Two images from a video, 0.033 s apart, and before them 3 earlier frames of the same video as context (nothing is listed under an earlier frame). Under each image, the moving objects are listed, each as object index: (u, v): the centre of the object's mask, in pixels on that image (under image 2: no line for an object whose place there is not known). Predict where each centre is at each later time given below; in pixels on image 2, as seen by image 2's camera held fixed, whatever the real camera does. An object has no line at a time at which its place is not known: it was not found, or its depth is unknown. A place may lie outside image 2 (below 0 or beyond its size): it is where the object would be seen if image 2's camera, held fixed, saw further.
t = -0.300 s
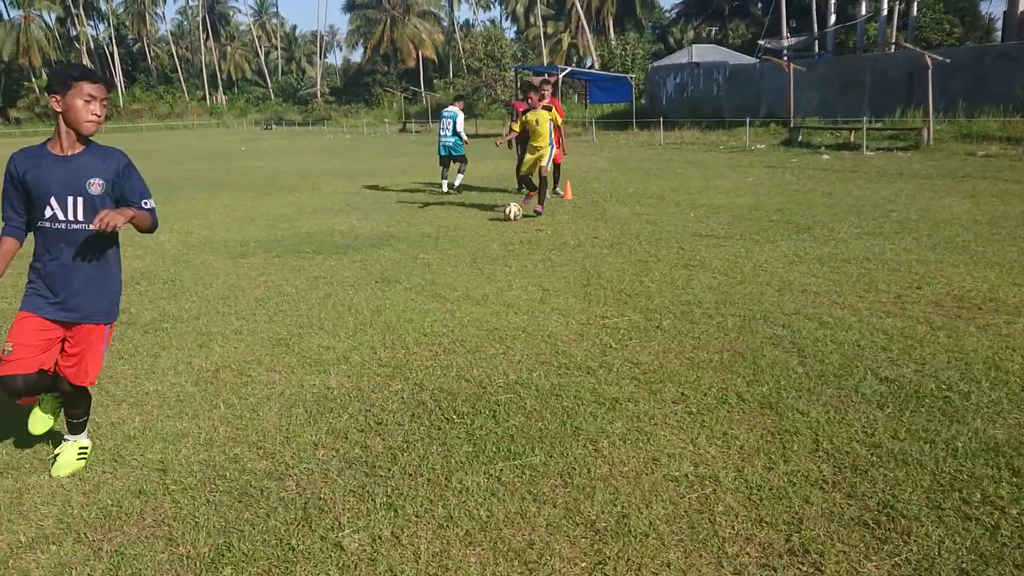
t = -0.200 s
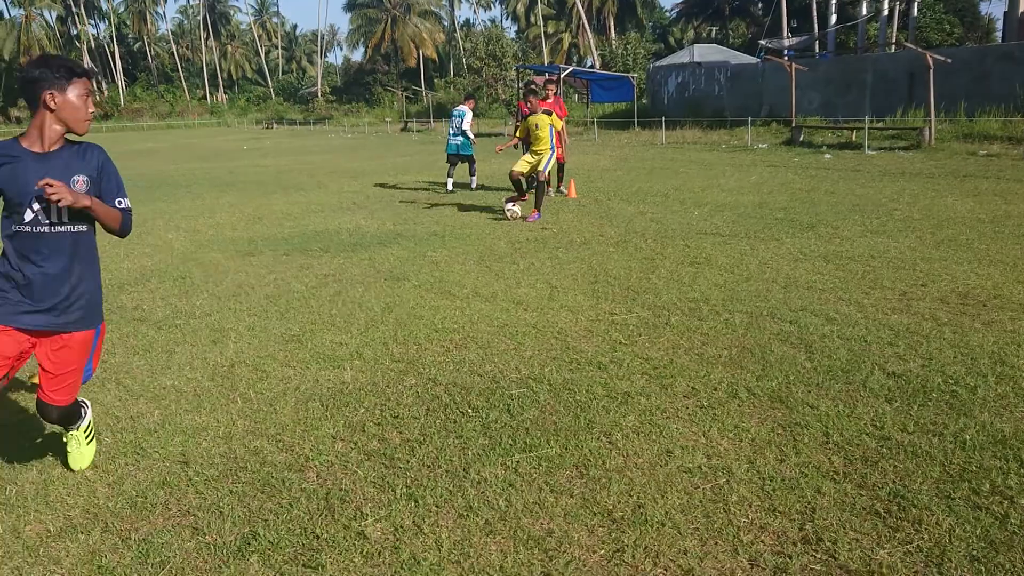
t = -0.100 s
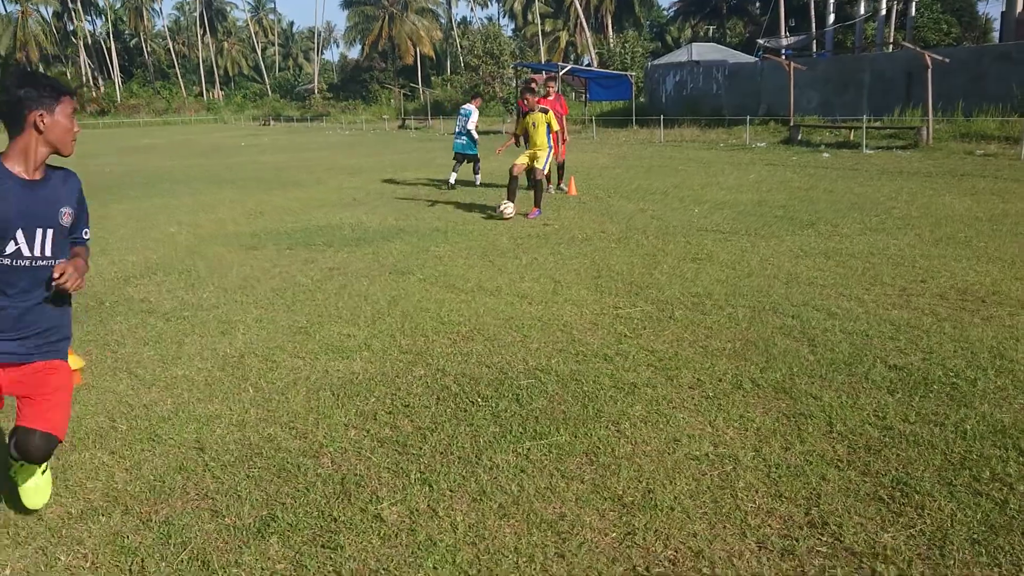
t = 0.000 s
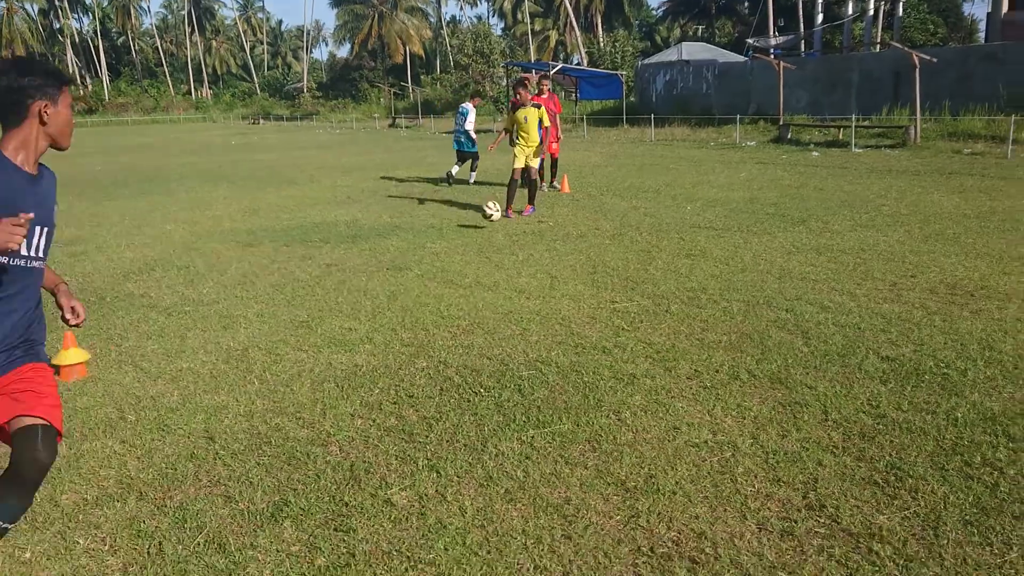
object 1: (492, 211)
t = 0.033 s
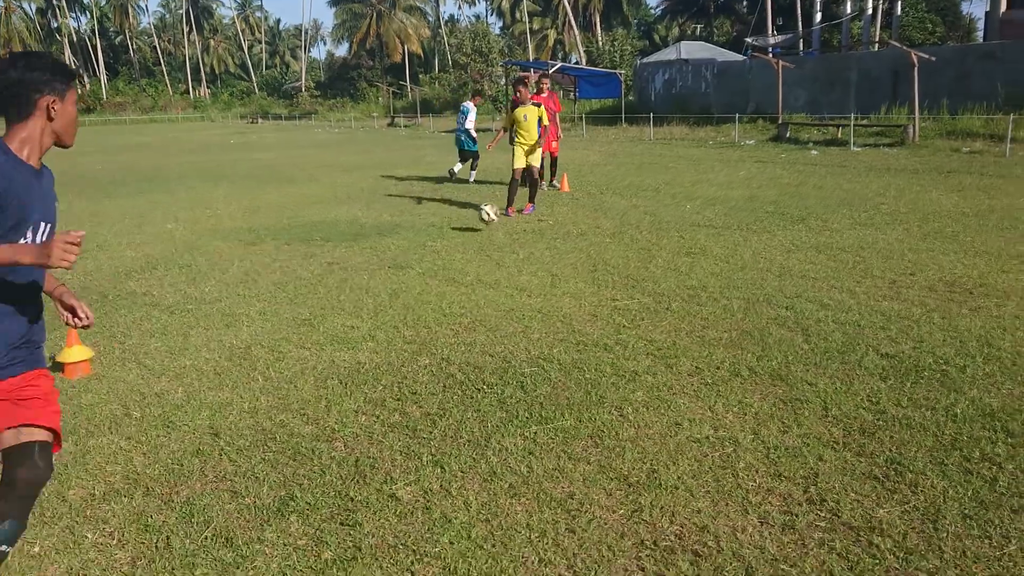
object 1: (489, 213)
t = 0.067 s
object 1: (485, 218)
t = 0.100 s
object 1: (481, 226)
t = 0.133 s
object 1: (477, 235)
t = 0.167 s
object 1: (472, 244)
